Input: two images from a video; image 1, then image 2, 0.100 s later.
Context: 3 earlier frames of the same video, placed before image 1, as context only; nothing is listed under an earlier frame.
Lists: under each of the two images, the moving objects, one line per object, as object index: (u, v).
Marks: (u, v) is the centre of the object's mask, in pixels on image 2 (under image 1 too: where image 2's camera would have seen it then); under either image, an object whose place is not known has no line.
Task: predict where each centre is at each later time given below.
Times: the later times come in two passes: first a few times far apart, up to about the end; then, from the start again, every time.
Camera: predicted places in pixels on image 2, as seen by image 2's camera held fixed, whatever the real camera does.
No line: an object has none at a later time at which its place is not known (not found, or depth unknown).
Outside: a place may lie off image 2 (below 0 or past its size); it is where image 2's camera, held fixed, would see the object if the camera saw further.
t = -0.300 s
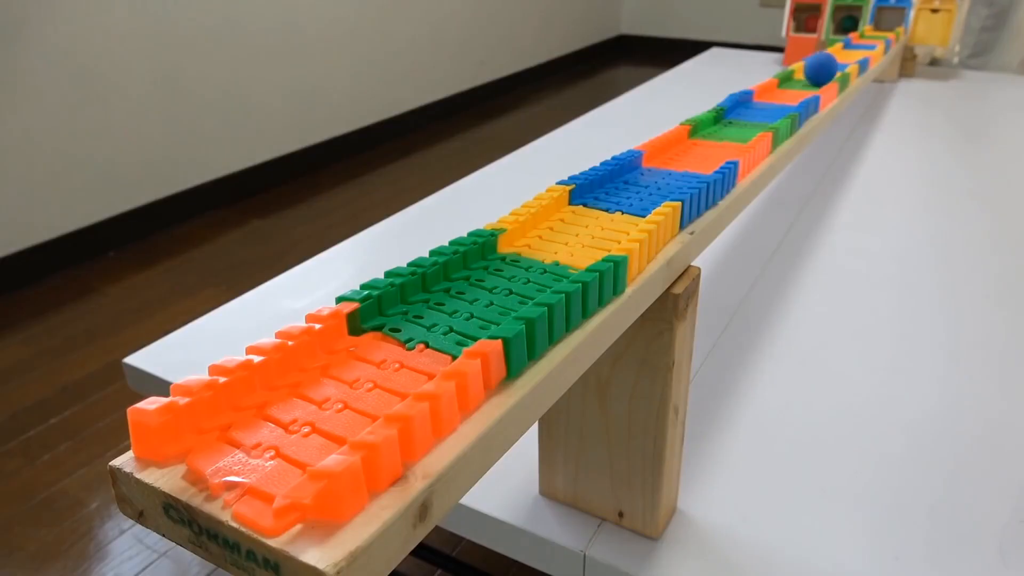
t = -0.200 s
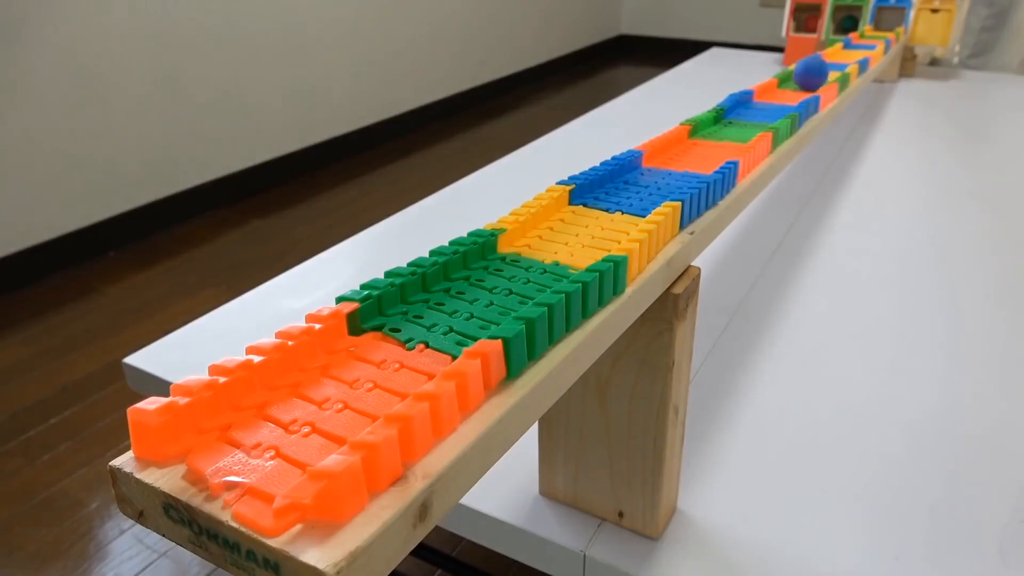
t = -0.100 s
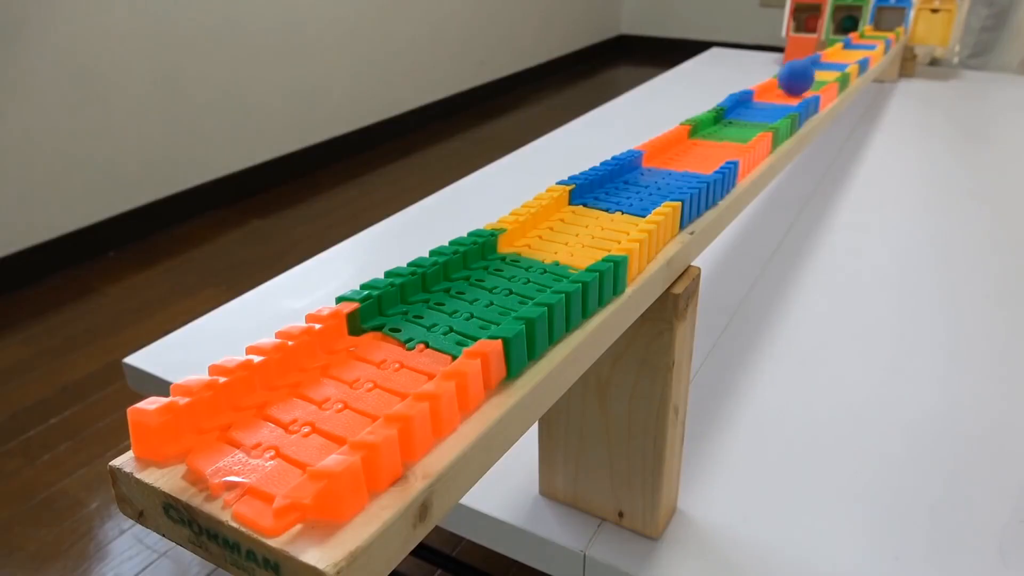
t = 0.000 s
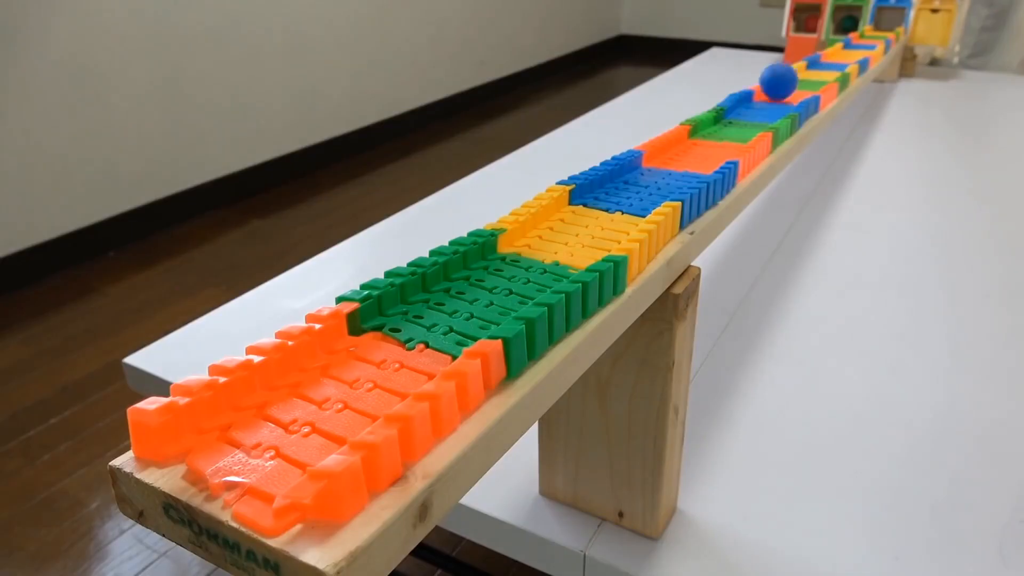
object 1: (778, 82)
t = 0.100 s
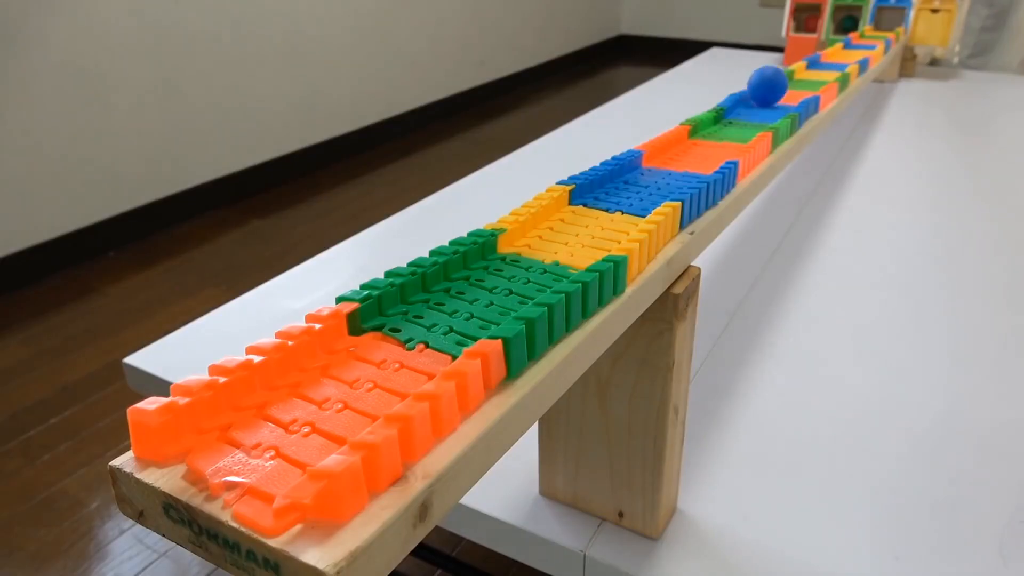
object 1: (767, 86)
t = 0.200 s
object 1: (760, 94)
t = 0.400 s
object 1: (741, 111)
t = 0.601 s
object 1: (717, 128)
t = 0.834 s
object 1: (676, 152)
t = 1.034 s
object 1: (630, 172)
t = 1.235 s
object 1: (577, 200)
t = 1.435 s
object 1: (522, 225)
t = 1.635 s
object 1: (492, 258)
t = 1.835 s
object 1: (469, 283)
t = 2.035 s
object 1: (447, 298)
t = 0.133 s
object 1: (765, 87)
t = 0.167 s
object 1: (762, 91)
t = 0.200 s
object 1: (760, 94)
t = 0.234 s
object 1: (758, 97)
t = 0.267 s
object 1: (755, 100)
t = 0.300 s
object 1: (753, 102)
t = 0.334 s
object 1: (750, 105)
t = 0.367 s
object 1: (745, 108)
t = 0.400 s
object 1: (741, 111)
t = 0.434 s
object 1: (738, 112)
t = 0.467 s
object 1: (734, 115)
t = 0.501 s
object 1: (731, 117)
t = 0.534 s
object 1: (727, 121)
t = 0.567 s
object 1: (723, 125)
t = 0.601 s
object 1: (717, 128)
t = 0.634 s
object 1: (712, 131)
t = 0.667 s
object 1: (706, 135)
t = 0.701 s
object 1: (700, 138)
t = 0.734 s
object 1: (694, 142)
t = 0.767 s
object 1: (688, 146)
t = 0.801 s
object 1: (682, 149)
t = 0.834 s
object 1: (676, 152)
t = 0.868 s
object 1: (670, 155)
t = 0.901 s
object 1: (662, 159)
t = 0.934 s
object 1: (654, 162)
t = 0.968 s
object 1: (647, 166)
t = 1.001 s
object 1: (639, 169)
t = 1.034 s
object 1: (630, 172)
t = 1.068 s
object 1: (621, 177)
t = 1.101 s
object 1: (613, 181)
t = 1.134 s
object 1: (604, 185)
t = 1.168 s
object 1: (596, 191)
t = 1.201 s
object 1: (587, 195)
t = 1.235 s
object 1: (577, 200)
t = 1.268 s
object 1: (567, 204)
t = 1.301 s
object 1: (557, 209)
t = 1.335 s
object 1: (546, 213)
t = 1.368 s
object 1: (536, 217)
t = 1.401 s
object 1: (527, 219)
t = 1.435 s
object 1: (522, 225)
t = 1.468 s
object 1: (518, 231)
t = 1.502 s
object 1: (513, 236)
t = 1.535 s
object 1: (507, 242)
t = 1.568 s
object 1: (502, 247)
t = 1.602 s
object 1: (497, 253)
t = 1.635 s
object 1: (492, 258)
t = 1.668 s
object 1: (488, 263)
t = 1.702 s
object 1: (484, 267)
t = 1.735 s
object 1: (479, 272)
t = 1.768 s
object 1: (476, 276)
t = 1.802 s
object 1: (473, 280)
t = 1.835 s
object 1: (469, 283)
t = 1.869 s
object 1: (464, 287)
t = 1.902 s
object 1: (460, 289)
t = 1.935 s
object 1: (457, 291)
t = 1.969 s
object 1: (454, 294)
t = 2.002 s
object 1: (450, 297)
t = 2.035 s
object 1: (447, 298)
